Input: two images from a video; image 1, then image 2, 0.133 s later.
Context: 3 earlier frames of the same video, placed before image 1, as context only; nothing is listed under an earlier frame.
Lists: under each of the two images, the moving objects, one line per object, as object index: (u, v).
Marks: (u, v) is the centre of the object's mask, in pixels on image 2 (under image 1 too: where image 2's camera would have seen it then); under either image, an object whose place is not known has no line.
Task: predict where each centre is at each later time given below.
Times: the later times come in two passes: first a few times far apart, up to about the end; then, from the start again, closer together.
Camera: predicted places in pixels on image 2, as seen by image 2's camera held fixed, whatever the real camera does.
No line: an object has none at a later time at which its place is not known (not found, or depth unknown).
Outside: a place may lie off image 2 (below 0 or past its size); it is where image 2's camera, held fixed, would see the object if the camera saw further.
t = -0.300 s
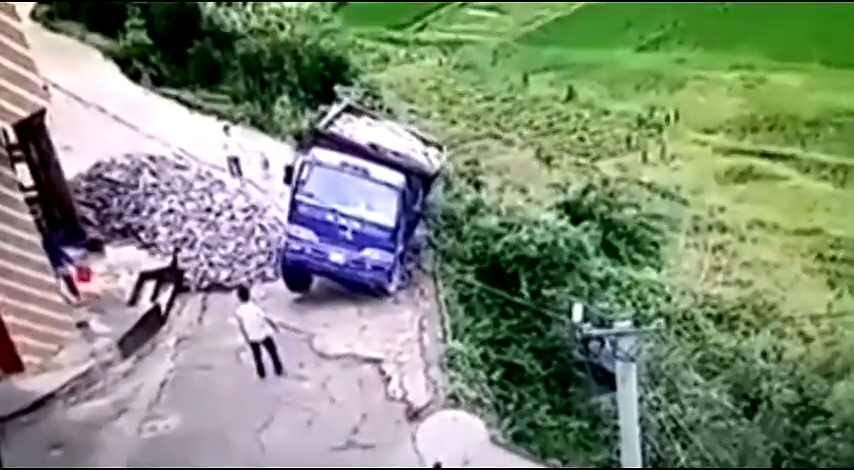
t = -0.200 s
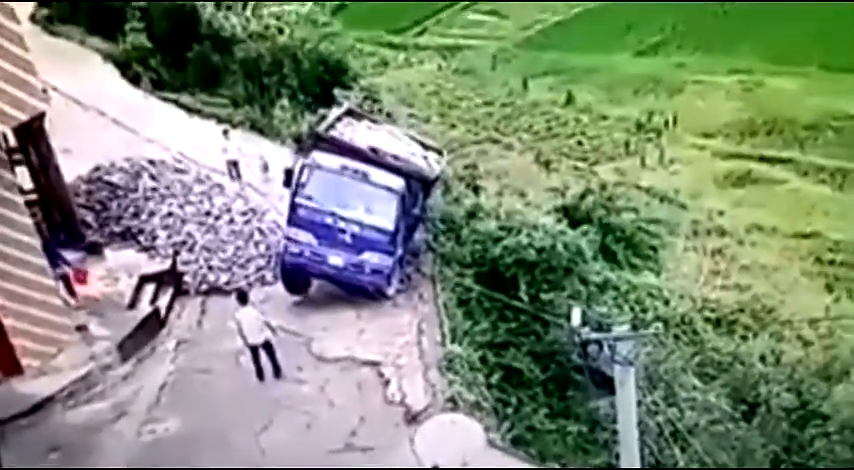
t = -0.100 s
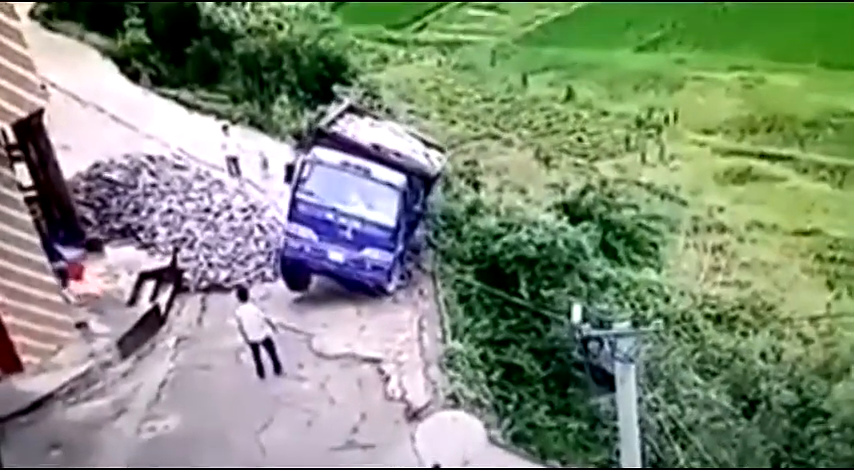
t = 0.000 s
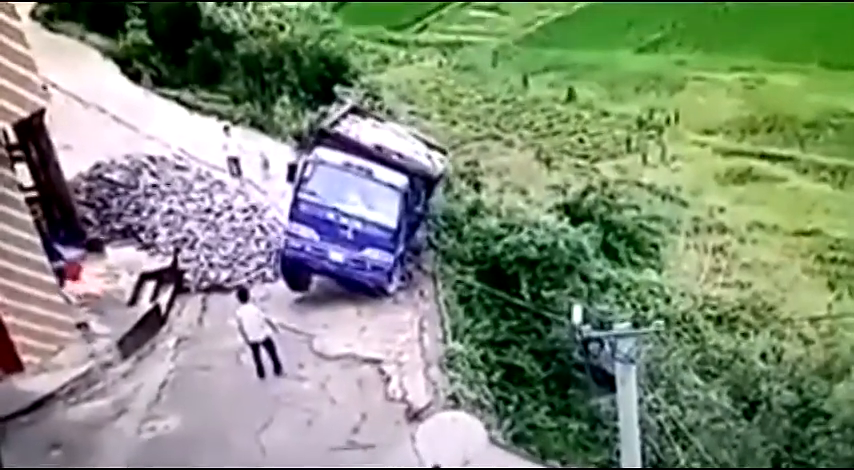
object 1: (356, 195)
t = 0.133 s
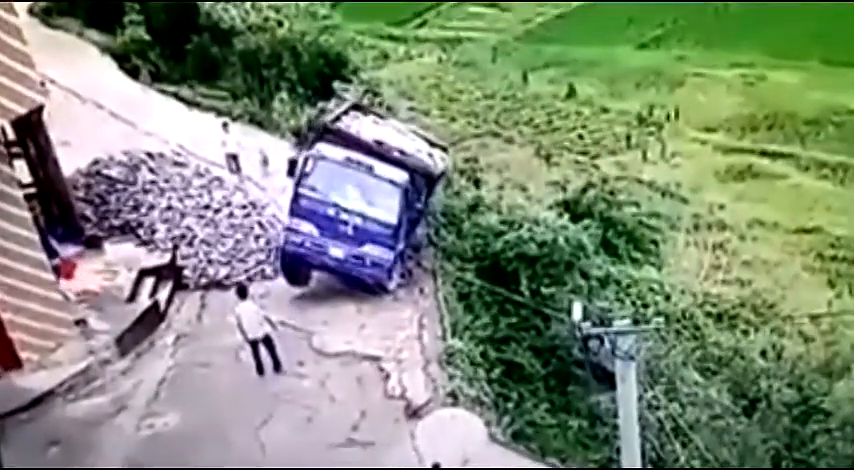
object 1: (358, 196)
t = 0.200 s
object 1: (358, 195)
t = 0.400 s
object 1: (361, 194)
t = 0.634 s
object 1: (369, 198)
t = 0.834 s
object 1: (372, 198)
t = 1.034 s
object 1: (375, 198)
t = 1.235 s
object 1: (379, 197)
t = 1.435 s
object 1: (388, 197)
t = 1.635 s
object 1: (395, 194)
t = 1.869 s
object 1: (414, 200)
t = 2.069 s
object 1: (429, 203)
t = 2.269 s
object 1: (448, 215)
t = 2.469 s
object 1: (465, 223)
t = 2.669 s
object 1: (486, 235)
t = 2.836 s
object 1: (500, 244)
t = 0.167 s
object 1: (358, 196)
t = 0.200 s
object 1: (358, 195)
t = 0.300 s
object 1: (360, 195)
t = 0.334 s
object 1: (361, 195)
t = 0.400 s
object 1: (361, 194)
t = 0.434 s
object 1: (364, 196)
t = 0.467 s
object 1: (366, 196)
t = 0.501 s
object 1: (367, 196)
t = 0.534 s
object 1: (367, 196)
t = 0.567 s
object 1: (367, 195)
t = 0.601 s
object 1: (368, 196)
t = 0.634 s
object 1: (369, 198)
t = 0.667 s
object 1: (370, 198)
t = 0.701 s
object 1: (370, 198)
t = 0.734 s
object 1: (371, 198)
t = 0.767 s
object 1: (371, 199)
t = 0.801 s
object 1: (372, 199)
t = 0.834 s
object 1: (372, 198)
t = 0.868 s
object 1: (373, 198)
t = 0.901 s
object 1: (373, 198)
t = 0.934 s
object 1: (374, 199)
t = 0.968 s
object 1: (374, 199)
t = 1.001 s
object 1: (374, 198)
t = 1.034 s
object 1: (375, 198)
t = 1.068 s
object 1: (375, 197)
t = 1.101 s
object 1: (375, 196)
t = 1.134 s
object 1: (376, 197)
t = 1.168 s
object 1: (377, 197)
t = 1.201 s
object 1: (377, 196)
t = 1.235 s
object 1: (379, 197)
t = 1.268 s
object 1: (381, 197)
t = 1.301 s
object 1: (383, 197)
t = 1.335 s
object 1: (385, 197)
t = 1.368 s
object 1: (386, 197)
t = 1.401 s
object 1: (387, 197)
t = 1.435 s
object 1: (388, 197)
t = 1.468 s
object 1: (389, 197)
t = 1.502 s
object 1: (390, 197)
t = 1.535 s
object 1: (390, 196)
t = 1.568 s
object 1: (393, 195)
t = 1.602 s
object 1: (394, 195)
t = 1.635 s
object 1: (395, 194)
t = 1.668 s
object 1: (397, 195)
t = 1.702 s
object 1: (399, 197)
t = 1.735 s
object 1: (403, 198)
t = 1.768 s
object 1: (407, 200)
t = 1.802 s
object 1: (411, 201)
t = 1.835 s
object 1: (412, 200)
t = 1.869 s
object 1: (414, 200)
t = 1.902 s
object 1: (417, 201)
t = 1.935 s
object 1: (420, 202)
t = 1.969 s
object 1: (421, 202)
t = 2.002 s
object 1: (424, 203)
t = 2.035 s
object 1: (427, 203)
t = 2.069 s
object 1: (429, 203)
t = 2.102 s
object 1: (432, 207)
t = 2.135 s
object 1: (433, 207)
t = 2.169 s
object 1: (438, 211)
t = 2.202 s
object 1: (439, 210)
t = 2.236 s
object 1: (444, 212)
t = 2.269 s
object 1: (448, 215)
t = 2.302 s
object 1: (452, 218)
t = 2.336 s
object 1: (455, 219)
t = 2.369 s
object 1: (460, 219)
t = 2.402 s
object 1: (462, 221)
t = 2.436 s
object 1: (464, 221)
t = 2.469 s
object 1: (465, 223)
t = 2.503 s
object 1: (471, 226)
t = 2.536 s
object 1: (473, 228)
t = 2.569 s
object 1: (476, 229)
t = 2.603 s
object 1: (481, 232)
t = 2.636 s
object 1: (483, 233)
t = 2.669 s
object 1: (486, 235)
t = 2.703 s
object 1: (489, 236)
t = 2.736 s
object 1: (492, 238)
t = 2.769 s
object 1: (498, 242)
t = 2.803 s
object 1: (499, 242)
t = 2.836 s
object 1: (500, 244)
